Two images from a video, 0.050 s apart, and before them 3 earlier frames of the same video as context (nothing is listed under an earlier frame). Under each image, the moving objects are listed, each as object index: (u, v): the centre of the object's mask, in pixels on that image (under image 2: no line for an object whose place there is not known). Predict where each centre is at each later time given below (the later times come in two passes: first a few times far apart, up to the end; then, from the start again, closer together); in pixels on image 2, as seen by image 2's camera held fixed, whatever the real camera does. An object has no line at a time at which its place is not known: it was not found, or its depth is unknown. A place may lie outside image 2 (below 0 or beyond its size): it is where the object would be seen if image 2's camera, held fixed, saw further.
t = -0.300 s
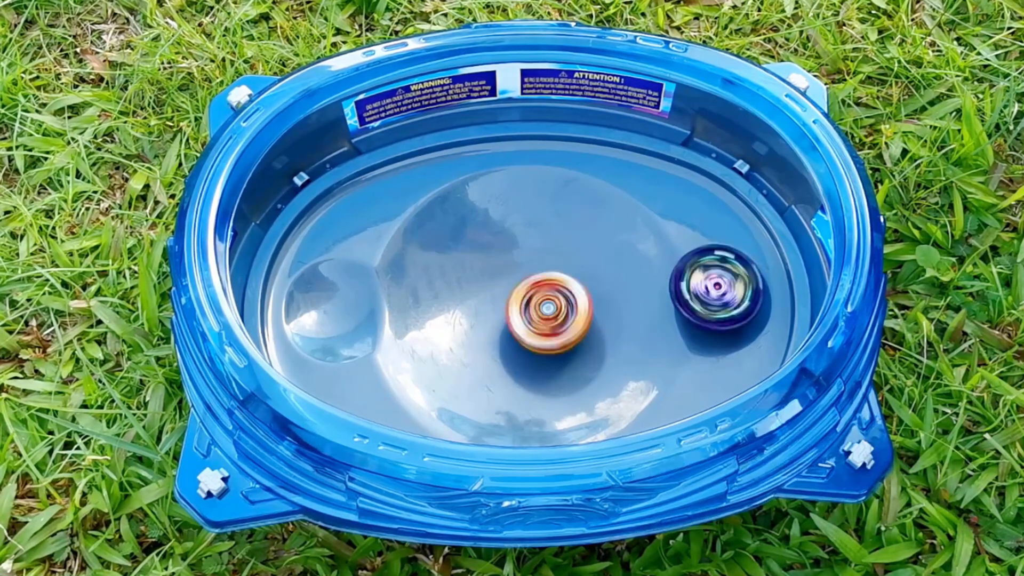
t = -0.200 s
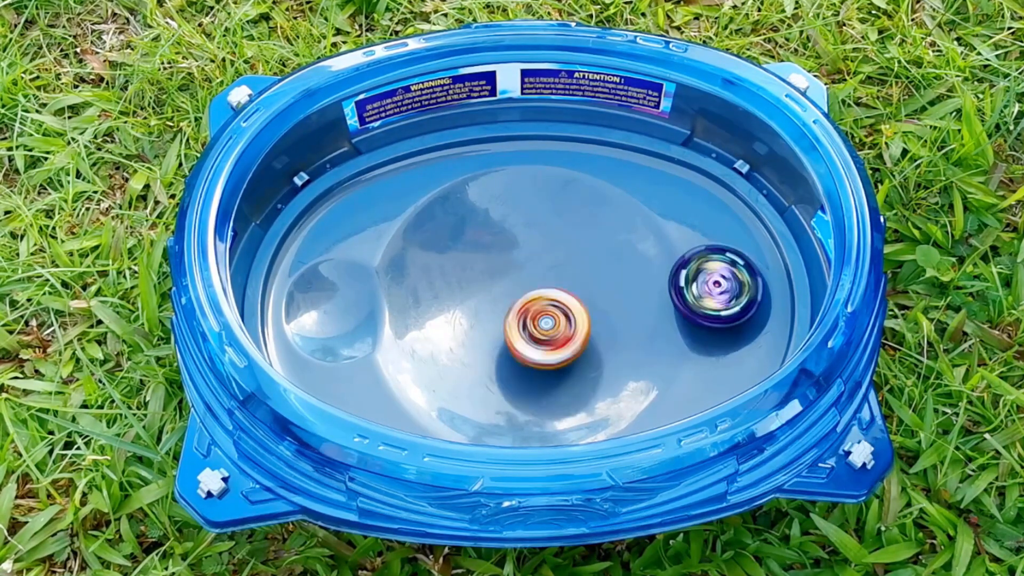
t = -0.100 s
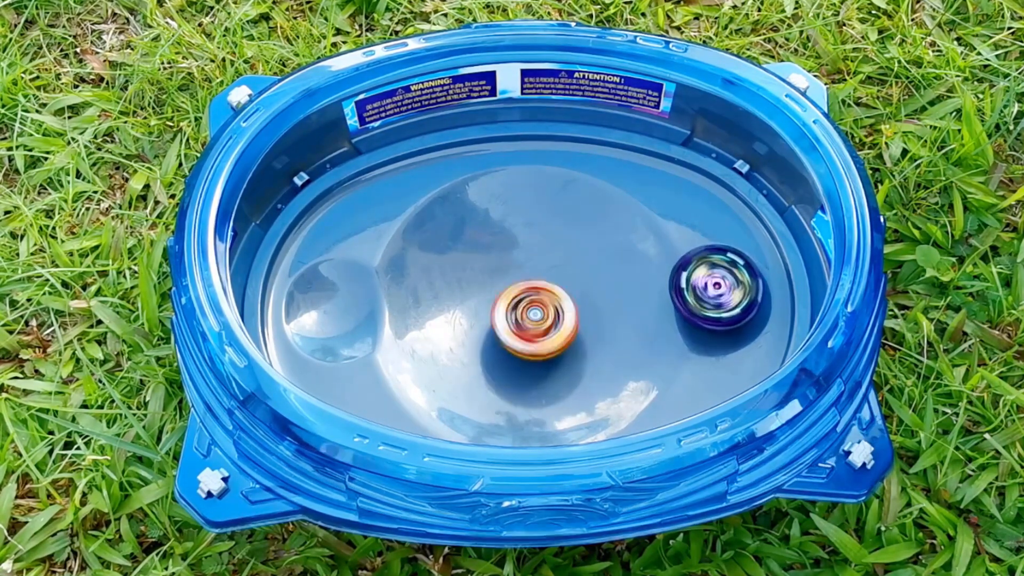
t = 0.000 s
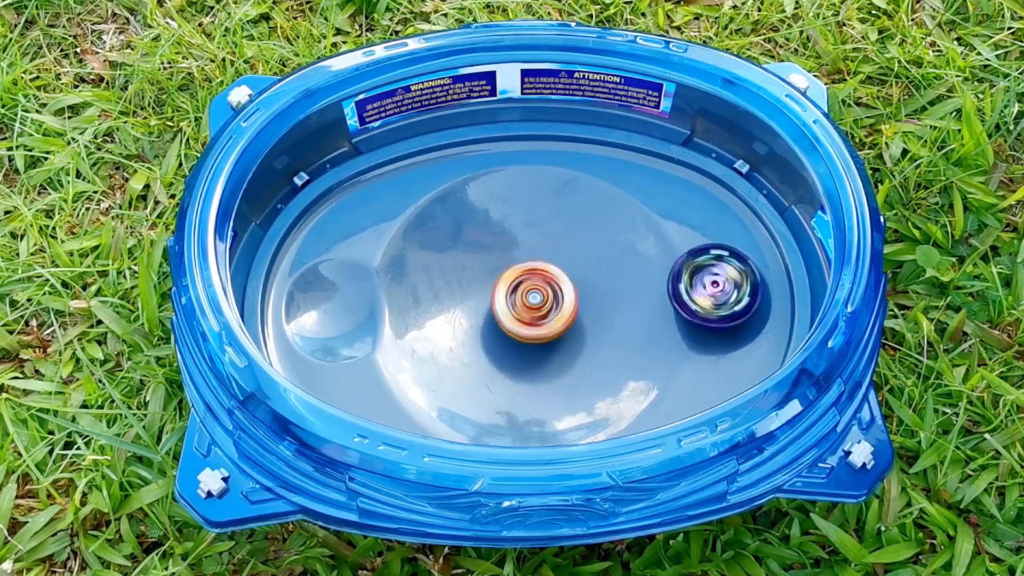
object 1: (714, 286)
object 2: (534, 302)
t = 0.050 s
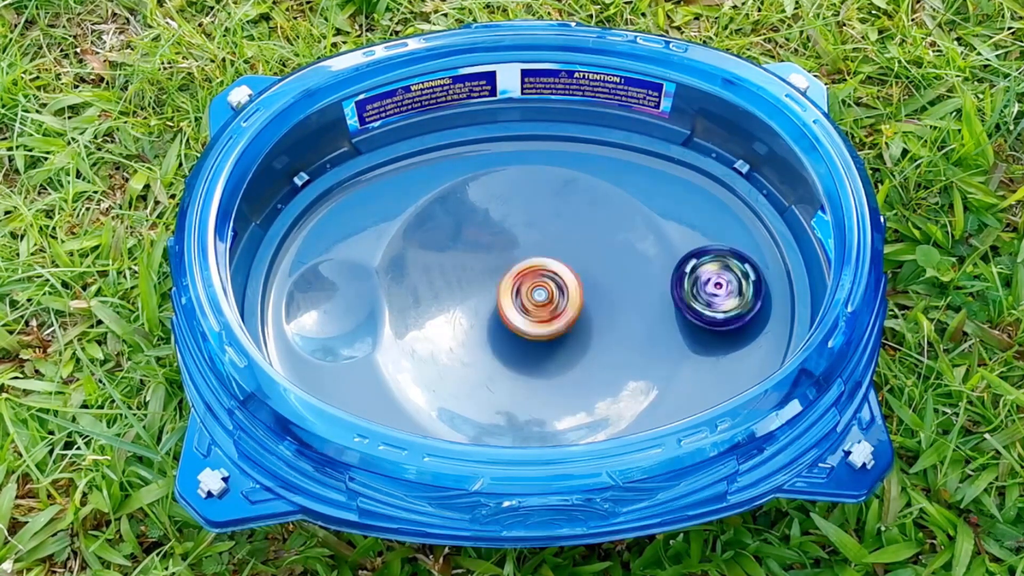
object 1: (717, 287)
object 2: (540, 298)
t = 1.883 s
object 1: (717, 286)
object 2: (543, 319)
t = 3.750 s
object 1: (717, 286)
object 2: (537, 312)
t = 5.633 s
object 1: (717, 289)
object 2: (544, 313)
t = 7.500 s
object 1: (715, 282)
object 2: (539, 314)
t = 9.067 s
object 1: (715, 283)
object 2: (540, 311)
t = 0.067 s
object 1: (716, 286)
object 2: (542, 298)
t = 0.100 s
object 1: (716, 284)
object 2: (546, 302)
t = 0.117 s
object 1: (716, 285)
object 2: (547, 304)
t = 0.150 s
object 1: (716, 286)
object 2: (550, 310)
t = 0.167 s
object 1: (716, 287)
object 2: (551, 313)
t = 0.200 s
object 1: (718, 286)
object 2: (550, 319)
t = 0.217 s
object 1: (717, 286)
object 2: (550, 322)
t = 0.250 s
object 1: (714, 286)
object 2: (547, 326)
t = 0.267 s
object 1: (716, 285)
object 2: (545, 326)
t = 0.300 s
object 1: (718, 284)
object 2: (540, 326)
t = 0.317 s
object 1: (717, 287)
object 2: (538, 324)
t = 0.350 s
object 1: (715, 286)
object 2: (534, 320)
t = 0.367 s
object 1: (715, 284)
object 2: (533, 317)
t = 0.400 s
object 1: (717, 285)
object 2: (533, 311)
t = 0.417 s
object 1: (717, 287)
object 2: (533, 308)
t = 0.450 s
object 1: (715, 284)
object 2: (536, 304)
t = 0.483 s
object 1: (716, 286)
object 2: (540, 301)
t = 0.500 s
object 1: (716, 286)
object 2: (542, 300)
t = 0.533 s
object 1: (714, 285)
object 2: (546, 301)
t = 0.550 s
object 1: (716, 284)
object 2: (548, 303)
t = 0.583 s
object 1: (715, 287)
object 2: (550, 308)
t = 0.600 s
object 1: (714, 285)
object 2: (550, 311)
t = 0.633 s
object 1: (717, 286)
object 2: (549, 317)
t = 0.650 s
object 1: (716, 286)
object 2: (548, 319)
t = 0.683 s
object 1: (716, 286)
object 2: (544, 323)
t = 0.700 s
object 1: (715, 286)
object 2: (543, 325)
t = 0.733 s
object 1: (717, 285)
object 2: (539, 325)
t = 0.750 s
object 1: (717, 287)
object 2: (536, 325)
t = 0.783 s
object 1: (715, 285)
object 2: (534, 320)
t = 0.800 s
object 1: (716, 285)
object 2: (533, 318)
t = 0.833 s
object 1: (717, 286)
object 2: (534, 313)
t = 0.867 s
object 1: (715, 286)
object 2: (537, 308)
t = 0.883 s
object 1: (717, 285)
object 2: (539, 305)
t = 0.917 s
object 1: (716, 286)
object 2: (543, 302)
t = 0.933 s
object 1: (716, 286)
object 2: (545, 301)
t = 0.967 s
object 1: (716, 285)
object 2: (548, 303)
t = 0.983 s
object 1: (716, 285)
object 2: (549, 305)
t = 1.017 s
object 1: (717, 286)
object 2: (549, 310)
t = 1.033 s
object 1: (716, 286)
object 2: (549, 312)
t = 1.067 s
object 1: (715, 286)
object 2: (547, 317)
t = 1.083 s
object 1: (715, 286)
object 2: (546, 319)
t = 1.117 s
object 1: (716, 285)
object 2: (541, 322)
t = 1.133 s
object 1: (717, 285)
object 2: (539, 322)
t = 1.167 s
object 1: (717, 285)
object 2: (536, 323)
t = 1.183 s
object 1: (717, 286)
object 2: (534, 321)
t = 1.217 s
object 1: (717, 286)
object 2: (533, 317)
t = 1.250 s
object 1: (717, 286)
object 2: (535, 312)
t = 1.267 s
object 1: (716, 286)
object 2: (536, 310)
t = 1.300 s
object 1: (715, 286)
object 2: (539, 306)
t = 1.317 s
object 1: (715, 286)
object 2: (542, 304)
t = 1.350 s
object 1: (716, 285)
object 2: (546, 302)
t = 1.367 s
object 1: (716, 285)
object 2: (548, 303)
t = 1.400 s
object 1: (717, 285)
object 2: (549, 307)
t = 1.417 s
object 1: (717, 285)
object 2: (549, 309)
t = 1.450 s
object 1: (717, 285)
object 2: (548, 315)
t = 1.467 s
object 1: (716, 285)
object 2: (547, 317)
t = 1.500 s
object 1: (717, 285)
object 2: (543, 321)
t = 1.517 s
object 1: (717, 285)
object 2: (542, 322)
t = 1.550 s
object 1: (717, 286)
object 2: (538, 323)
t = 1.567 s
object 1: (717, 286)
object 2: (537, 322)
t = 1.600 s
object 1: (717, 286)
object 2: (536, 319)
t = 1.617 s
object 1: (717, 286)
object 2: (536, 317)
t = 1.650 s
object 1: (717, 286)
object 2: (538, 312)
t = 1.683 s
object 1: (717, 286)
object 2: (540, 307)
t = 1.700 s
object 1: (717, 286)
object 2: (542, 305)
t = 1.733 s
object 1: (717, 286)
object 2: (544, 303)
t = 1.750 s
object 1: (717, 286)
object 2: (546, 303)
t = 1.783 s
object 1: (717, 286)
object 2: (547, 305)
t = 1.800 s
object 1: (717, 286)
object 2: (548, 308)
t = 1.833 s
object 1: (716, 286)
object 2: (547, 314)
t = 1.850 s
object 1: (716, 286)
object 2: (546, 316)
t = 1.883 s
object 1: (717, 286)
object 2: (543, 319)
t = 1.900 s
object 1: (717, 286)
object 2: (541, 320)
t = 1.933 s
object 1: (717, 286)
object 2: (538, 321)
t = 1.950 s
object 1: (716, 286)
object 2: (536, 321)
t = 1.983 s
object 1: (717, 286)
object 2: (535, 318)
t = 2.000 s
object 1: (717, 286)
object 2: (535, 316)
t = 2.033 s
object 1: (717, 286)
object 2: (536, 311)
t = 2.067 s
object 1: (717, 286)
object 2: (539, 307)
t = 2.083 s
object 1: (716, 286)
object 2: (542, 306)
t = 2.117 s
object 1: (716, 285)
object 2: (545, 304)
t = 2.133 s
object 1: (717, 285)
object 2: (547, 304)
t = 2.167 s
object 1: (716, 285)
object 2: (548, 307)
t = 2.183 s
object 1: (716, 285)
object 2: (548, 309)
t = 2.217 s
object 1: (715, 286)
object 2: (547, 313)
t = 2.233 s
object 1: (715, 286)
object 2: (545, 316)
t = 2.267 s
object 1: (715, 286)
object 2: (542, 319)
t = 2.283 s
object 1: (716, 286)
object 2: (540, 320)
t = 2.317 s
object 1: (716, 286)
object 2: (536, 320)
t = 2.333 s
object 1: (716, 286)
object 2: (535, 319)
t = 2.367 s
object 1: (716, 287)
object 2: (535, 316)
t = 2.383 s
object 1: (716, 286)
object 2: (535, 314)
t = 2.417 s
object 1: (717, 286)
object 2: (537, 311)
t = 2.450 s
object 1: (717, 285)
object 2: (541, 308)
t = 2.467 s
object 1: (717, 285)
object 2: (543, 306)
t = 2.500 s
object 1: (717, 285)
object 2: (546, 306)
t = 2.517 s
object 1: (716, 285)
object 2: (547, 306)
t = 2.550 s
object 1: (715, 286)
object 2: (549, 309)
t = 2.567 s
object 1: (716, 286)
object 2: (548, 311)
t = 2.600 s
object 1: (716, 286)
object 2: (546, 315)
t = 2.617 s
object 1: (717, 286)
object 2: (544, 316)
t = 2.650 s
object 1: (717, 286)
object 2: (540, 318)
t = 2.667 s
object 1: (716, 285)
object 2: (538, 318)
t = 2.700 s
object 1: (716, 285)
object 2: (535, 317)
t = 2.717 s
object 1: (716, 284)
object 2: (535, 315)
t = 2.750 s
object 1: (716, 285)
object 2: (535, 313)
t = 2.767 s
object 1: (716, 286)
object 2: (537, 311)
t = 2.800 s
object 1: (715, 287)
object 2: (540, 308)
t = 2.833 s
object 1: (716, 286)
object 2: (543, 307)
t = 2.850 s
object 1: (717, 285)
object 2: (545, 307)
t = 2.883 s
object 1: (717, 285)
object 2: (547, 309)
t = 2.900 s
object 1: (717, 285)
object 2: (548, 311)
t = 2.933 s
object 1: (715, 286)
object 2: (547, 314)
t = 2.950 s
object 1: (715, 286)
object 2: (546, 315)
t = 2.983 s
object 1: (716, 286)
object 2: (542, 317)
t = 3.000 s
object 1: (718, 285)
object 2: (540, 318)
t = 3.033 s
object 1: (717, 286)
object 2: (537, 317)
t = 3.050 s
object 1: (717, 285)
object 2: (537, 316)
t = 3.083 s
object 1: (715, 286)
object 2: (536, 313)
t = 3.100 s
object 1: (715, 286)
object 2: (537, 312)
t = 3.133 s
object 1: (717, 286)
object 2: (539, 309)
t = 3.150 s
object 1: (718, 285)
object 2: (541, 308)
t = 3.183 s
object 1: (716, 285)
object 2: (544, 307)
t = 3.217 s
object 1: (715, 285)
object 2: (546, 309)
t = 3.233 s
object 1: (715, 285)
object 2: (547, 310)
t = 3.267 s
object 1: (717, 286)
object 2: (546, 314)
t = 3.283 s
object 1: (718, 286)
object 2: (545, 315)
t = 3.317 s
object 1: (716, 286)
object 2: (542, 316)
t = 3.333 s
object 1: (716, 286)
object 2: (540, 317)
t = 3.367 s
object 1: (715, 286)
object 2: (538, 316)
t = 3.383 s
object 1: (716, 286)
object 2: (536, 314)
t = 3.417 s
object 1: (718, 286)
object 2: (536, 312)
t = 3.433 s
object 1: (717, 286)
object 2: (536, 311)
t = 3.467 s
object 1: (715, 286)
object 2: (539, 309)
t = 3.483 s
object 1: (715, 286)
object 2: (540, 308)
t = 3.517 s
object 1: (718, 285)
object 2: (544, 308)
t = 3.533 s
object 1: (717, 285)
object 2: (545, 308)
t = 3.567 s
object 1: (715, 286)
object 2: (546, 311)
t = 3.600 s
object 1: (715, 286)
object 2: (545, 314)
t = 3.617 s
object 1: (716, 286)
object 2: (544, 316)
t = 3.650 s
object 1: (717, 285)
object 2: (542, 317)
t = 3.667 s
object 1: (716, 285)
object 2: (539, 317)
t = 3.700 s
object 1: (715, 287)
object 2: (536, 316)
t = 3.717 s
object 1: (715, 286)
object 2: (536, 316)
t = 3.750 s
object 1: (717, 286)
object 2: (537, 312)
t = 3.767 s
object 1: (716, 285)
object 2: (538, 311)
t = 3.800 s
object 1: (717, 287)
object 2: (541, 308)
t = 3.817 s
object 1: (715, 287)
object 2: (543, 308)
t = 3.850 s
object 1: (718, 285)
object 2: (546, 308)
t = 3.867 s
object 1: (716, 286)
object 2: (546, 309)
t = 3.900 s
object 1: (718, 286)
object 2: (547, 312)
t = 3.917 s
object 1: (717, 288)
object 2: (546, 313)
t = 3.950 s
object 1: (717, 284)
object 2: (544, 316)
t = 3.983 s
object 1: (714, 287)
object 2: (540, 316)
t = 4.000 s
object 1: (716, 285)
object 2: (539, 316)
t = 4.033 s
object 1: (715, 287)
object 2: (536, 314)
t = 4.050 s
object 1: (714, 284)
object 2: (536, 313)
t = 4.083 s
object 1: (716, 288)
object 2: (537, 311)
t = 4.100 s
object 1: (715, 285)
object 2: (539, 310)
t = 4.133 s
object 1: (717, 287)
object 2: (542, 308)
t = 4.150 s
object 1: (713, 285)
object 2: (544, 308)
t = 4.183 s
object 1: (718, 288)
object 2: (545, 310)
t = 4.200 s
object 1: (714, 286)
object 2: (546, 312)
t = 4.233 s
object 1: (718, 287)
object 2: (545, 314)
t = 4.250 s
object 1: (715, 288)
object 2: (544, 316)
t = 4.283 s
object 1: (719, 285)
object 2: (541, 317)
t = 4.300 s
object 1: (716, 288)
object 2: (540, 317)
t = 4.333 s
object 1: (718, 284)
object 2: (537, 315)
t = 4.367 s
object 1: (714, 286)
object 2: (537, 312)
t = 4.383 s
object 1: (714, 283)
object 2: (537, 311)
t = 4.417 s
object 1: (717, 288)
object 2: (540, 309)
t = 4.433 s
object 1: (713, 284)
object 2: (542, 309)
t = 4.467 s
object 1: (718, 288)
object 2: (544, 309)
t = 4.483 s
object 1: (714, 288)
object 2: (545, 309)
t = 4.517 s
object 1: (718, 284)
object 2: (545, 312)
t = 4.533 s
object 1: (717, 288)
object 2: (544, 314)
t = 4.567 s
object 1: (715, 283)
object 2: (542, 315)
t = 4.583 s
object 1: (718, 285)
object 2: (541, 316)
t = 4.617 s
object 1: (713, 285)
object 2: (538, 315)
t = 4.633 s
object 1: (719, 284)
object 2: (537, 315)
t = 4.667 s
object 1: (713, 288)
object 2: (537, 312)
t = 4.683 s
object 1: (714, 283)
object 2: (538, 311)
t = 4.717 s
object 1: (716, 288)
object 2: (541, 310)
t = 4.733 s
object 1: (711, 287)
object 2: (542, 309)
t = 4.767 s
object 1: (719, 286)
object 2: (545, 309)
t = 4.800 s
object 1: (714, 285)
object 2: (546, 312)
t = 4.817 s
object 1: (720, 284)
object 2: (545, 313)
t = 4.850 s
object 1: (717, 291)
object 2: (543, 315)
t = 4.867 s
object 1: (715, 287)
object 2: (542, 316)
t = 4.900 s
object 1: (718, 287)
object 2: (539, 316)
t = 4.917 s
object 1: (719, 288)
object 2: (538, 315)
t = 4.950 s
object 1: (713, 284)
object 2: (537, 312)
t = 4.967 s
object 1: (718, 283)
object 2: (538, 312)
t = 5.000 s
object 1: (718, 285)
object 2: (540, 310)
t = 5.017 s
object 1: (719, 286)
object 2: (541, 309)
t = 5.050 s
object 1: (714, 284)
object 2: (544, 309)
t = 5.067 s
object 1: (717, 283)
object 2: (545, 310)
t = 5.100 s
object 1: (713, 288)
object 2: (545, 313)
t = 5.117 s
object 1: (711, 284)
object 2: (545, 314)
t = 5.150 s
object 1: (713, 288)
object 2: (542, 315)
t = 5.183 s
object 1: (716, 287)
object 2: (539, 315)
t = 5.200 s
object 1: (715, 286)
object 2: (538, 314)
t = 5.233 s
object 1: (720, 286)
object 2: (537, 312)
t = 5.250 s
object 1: (719, 285)
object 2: (538, 310)
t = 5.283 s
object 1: (721, 289)
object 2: (540, 309)
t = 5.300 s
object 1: (714, 289)
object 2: (541, 309)
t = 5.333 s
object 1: (718, 281)
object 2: (544, 311)
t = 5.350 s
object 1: (720, 287)
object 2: (544, 311)
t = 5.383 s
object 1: (714, 285)
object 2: (543, 313)
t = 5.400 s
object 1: (721, 285)
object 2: (543, 314)
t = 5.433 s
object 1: (715, 290)
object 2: (541, 315)
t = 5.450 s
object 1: (716, 282)
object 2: (539, 315)
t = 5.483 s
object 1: (720, 289)
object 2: (538, 314)
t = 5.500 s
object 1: (713, 283)
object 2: (537, 312)
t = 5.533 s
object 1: (719, 282)
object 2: (539, 311)
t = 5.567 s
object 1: (718, 290)
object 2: (541, 309)
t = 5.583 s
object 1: (714, 285)
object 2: (543, 310)
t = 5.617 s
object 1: (718, 285)
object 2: (544, 311)
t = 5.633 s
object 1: (717, 289)
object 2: (544, 313)
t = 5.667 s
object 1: (713, 285)
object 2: (543, 314)
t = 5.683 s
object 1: (718, 283)
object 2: (541, 315)
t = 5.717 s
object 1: (719, 290)
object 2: (539, 315)
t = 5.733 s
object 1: (711, 285)
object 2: (538, 314)
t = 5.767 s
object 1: (720, 281)
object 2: (538, 313)
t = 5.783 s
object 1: (720, 288)
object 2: (538, 311)
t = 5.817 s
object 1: (711, 286)
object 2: (540, 310)
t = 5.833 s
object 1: (715, 284)
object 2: (542, 310)
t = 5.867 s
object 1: (713, 289)
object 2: (543, 310)
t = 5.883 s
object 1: (712, 285)
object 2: (544, 312)
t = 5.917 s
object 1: (720, 287)
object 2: (544, 313)
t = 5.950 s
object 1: (711, 288)
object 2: (542, 315)
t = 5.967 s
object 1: (714, 282)
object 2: (541, 315)
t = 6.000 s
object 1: (721, 284)
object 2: (539, 315)
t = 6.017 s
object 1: (719, 287)
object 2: (538, 314)
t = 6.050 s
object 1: (715, 283)
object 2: (538, 312)
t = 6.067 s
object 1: (714, 281)
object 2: (539, 311)
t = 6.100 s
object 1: (720, 289)
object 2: (541, 310)
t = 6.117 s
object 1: (712, 288)
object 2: (542, 310)
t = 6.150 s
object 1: (716, 281)
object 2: (543, 311)
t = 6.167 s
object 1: (719, 281)
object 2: (543, 311)
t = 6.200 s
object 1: (714, 289)
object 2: (544, 313)
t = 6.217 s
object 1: (713, 282)
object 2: (543, 313)
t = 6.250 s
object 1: (722, 288)
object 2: (542, 314)
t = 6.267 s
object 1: (717, 290)
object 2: (541, 314)
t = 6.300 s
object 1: (713, 282)
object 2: (539, 314)
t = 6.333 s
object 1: (722, 288)
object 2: (539, 313)
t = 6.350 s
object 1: (714, 290)
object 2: (539, 312)
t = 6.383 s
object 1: (715, 281)
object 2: (540, 312)
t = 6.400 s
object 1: (715, 281)
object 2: (540, 311)
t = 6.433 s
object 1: (717, 282)
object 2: (542, 311)
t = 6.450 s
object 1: (717, 281)
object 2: (542, 311)
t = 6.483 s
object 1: (719, 290)
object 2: (544, 311)
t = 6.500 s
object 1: (712, 286)
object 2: (544, 312)
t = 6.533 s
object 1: (721, 282)
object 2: (543, 314)
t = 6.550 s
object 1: (720, 289)
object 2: (542, 314)
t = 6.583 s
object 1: (711, 284)
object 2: (541, 314)
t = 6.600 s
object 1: (712, 282)
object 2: (540, 314)
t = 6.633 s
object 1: (713, 281)
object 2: (539, 313)
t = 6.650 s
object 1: (713, 281)
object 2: (539, 313)
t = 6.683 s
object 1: (717, 281)
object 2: (540, 312)
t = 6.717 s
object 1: (719, 289)
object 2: (541, 310)
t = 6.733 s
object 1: (718, 290)
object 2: (541, 311)
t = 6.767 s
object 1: (716, 290)
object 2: (541, 310)
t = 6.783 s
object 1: (716, 289)
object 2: (542, 309)
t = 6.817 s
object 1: (715, 290)
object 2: (542, 310)
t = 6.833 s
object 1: (715, 290)
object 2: (542, 310)
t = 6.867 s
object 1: (715, 290)
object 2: (543, 310)
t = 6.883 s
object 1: (715, 290)
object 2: (542, 310)
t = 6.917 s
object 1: (714, 291)
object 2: (543, 310)
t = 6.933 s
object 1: (714, 290)
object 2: (543, 311)
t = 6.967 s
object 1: (714, 290)
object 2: (543, 310)
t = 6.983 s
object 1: (714, 290)
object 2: (544, 310)
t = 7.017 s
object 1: (713, 290)
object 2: (543, 311)
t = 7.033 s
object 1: (713, 290)
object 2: (543, 311)
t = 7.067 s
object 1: (713, 290)
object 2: (543, 312)
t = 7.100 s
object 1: (713, 290)
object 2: (543, 312)
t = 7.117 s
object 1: (714, 290)
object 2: (544, 312)
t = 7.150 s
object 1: (713, 290)
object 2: (543, 312)
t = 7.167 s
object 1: (713, 290)
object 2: (543, 313)
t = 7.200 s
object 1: (712, 289)
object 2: (543, 313)
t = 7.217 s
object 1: (711, 288)
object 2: (543, 313)
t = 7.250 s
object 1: (711, 287)
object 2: (543, 313)
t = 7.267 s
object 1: (711, 285)
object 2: (542, 314)
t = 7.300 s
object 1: (712, 284)
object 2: (541, 314)
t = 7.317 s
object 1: (713, 284)
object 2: (542, 314)
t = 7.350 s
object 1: (714, 283)
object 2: (541, 314)
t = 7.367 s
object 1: (714, 282)
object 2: (541, 314)
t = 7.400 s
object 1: (715, 282)
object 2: (540, 315)
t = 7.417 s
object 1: (716, 282)
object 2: (540, 314)
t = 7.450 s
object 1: (715, 283)
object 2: (540, 314)
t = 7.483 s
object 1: (715, 283)
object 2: (539, 314)
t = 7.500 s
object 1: (715, 282)
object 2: (539, 314)
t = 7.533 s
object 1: (714, 282)
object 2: (539, 314)
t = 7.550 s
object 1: (714, 281)
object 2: (539, 314)
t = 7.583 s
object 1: (715, 282)
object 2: (539, 314)
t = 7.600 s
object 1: (715, 283)
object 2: (538, 314)
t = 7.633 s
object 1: (714, 283)
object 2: (538, 313)
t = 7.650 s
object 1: (714, 283)
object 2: (539, 313)
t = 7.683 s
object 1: (714, 282)
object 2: (538, 312)
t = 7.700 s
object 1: (713, 283)
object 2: (538, 312)
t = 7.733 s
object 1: (712, 283)
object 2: (538, 312)
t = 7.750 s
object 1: (711, 284)
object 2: (538, 312)
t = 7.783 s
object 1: (711, 284)
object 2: (539, 312)
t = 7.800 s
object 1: (711, 284)
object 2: (539, 312)
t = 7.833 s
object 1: (711, 284)
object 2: (539, 311)
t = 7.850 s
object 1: (711, 284)
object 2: (540, 311)
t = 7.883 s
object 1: (710, 285)
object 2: (540, 311)
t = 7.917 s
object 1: (710, 285)
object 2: (541, 311)
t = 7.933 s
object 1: (710, 286)
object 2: (540, 311)
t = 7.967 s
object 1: (710, 287)
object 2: (541, 310)
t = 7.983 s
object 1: (710, 287)
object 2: (541, 311)
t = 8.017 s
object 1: (710, 287)
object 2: (541, 310)
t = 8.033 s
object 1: (710, 287)
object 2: (542, 310)
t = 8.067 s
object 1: (710, 287)
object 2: (542, 311)
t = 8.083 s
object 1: (710, 286)
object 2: (542, 310)
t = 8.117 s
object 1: (710, 285)
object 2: (543, 311)
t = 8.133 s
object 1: (710, 285)
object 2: (543, 311)
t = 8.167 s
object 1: (712, 284)
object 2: (543, 310)
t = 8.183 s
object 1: (712, 283)
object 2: (544, 311)
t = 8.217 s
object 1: (712, 283)
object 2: (543, 311)
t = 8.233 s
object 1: (713, 282)
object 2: (543, 311)
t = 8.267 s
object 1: (715, 282)
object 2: (543, 312)
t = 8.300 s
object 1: (717, 283)
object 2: (543, 312)
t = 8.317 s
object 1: (717, 284)
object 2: (544, 313)
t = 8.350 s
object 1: (717, 284)
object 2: (543, 313)
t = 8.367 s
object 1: (717, 284)
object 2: (543, 313)
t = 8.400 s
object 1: (716, 284)
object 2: (543, 314)
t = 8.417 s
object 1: (716, 284)
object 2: (543, 314)
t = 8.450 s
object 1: (716, 283)
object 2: (543, 314)
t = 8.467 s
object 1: (716, 282)
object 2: (542, 314)
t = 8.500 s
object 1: (717, 283)
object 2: (542, 314)
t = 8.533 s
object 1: (716, 283)
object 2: (541, 314)
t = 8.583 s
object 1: (716, 283)
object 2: (540, 315)
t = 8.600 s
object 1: (716, 283)
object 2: (540, 314)
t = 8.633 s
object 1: (716, 283)
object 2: (541, 314)
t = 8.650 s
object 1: (715, 283)
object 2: (540, 315)
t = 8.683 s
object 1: (714, 283)
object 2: (539, 314)
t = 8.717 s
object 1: (714, 283)
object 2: (539, 314)
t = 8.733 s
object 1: (713, 283)
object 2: (539, 314)
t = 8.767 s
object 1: (713, 283)
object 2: (539, 313)
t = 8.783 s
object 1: (712, 283)
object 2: (539, 314)
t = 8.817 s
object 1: (712, 283)
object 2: (539, 313)
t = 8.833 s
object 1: (712, 283)
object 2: (539, 312)
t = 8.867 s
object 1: (713, 283)
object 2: (539, 313)
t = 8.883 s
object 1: (713, 283)
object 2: (539, 312)
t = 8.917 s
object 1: (713, 284)
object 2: (539, 312)
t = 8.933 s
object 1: (713, 283)
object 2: (539, 312)
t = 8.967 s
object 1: (714, 283)
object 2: (540, 311)
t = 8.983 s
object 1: (714, 283)
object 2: (540, 312)
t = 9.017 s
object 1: (715, 283)
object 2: (539, 311)
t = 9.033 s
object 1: (715, 283)
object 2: (540, 311)
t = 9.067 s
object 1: (715, 283)
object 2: (540, 311)
